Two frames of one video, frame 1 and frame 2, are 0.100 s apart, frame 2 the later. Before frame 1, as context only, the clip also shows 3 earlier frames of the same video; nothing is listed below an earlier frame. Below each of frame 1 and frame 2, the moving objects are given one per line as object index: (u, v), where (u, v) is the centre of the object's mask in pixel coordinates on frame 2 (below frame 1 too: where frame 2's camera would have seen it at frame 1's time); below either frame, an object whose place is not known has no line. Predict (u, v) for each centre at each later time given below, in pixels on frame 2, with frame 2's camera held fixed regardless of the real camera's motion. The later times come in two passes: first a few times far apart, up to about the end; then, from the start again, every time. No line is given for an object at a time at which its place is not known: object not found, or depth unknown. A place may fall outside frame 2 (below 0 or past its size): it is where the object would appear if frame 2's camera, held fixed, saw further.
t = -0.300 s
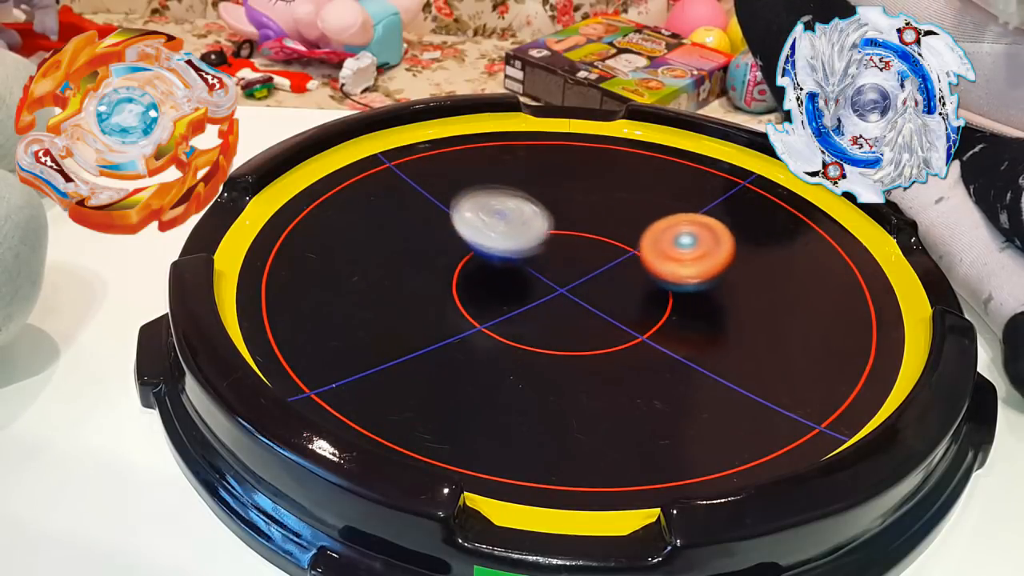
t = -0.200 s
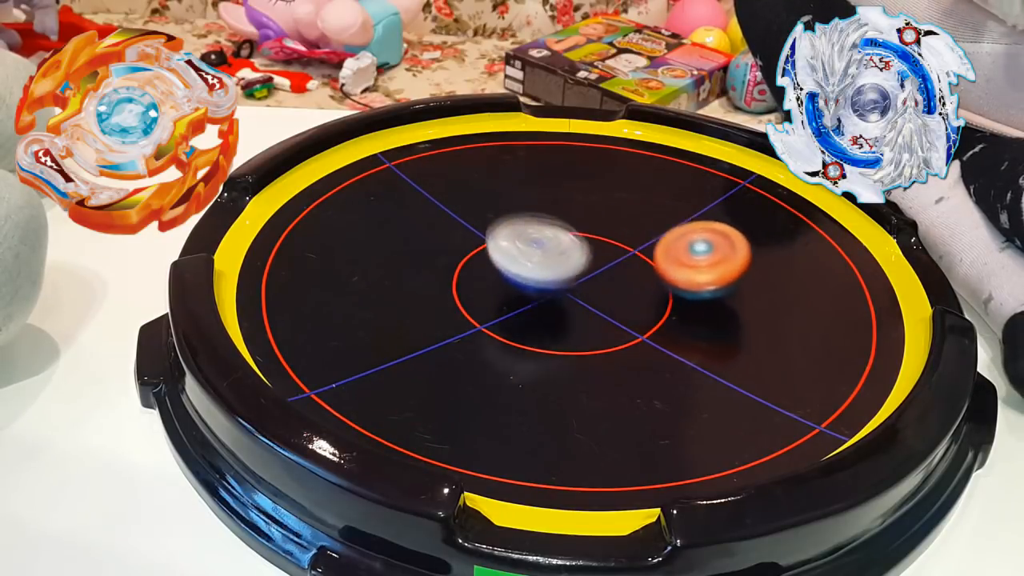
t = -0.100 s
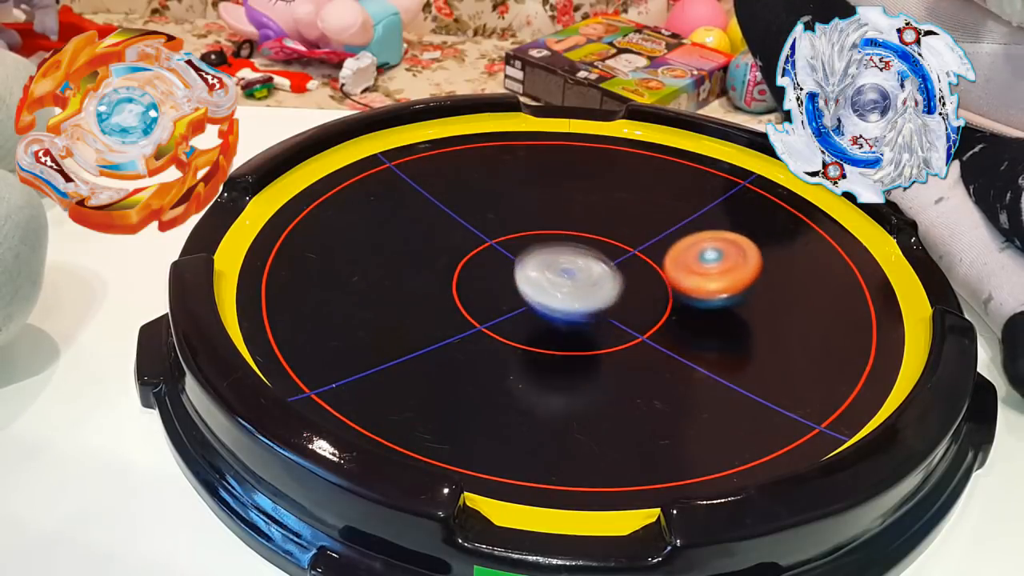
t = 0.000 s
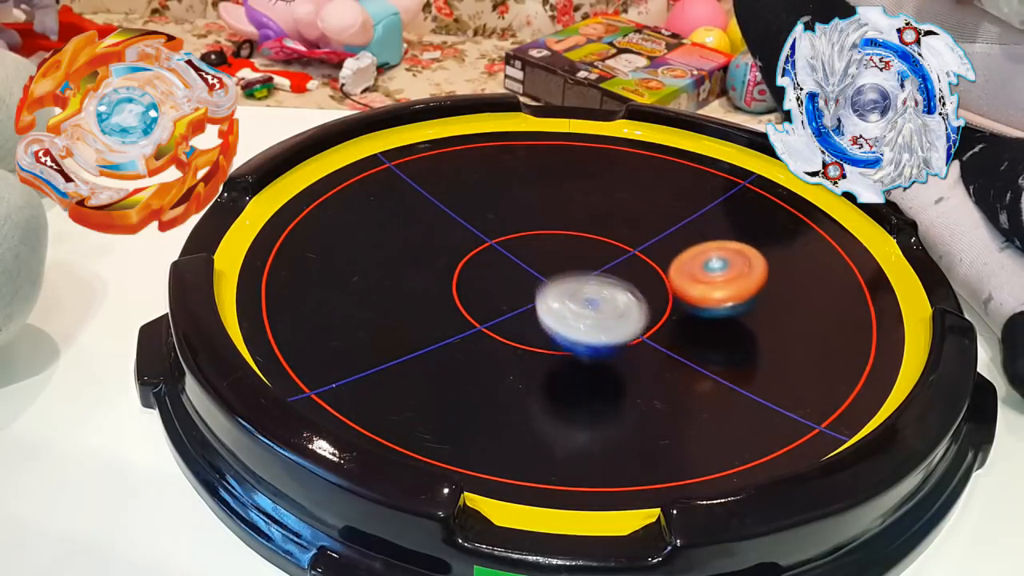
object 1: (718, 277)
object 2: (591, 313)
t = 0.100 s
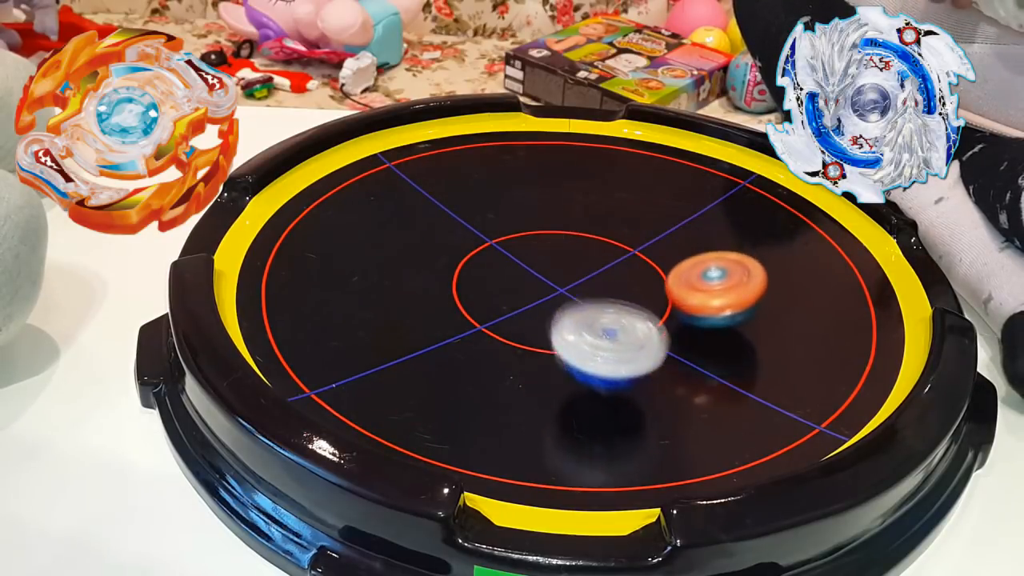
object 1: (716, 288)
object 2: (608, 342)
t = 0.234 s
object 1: (706, 301)
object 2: (616, 376)
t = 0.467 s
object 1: (667, 318)
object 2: (599, 391)
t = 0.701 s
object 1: (642, 301)
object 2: (538, 369)
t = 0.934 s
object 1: (640, 265)
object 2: (389, 342)
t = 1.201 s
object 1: (624, 236)
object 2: (356, 259)
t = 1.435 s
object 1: (626, 216)
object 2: (445, 205)
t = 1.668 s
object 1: (643, 209)
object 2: (556, 179)
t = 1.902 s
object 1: (679, 217)
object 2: (631, 167)
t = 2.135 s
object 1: (717, 262)
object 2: (646, 154)
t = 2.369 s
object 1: (709, 299)
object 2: (633, 159)
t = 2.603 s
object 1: (648, 330)
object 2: (588, 187)
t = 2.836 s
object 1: (557, 335)
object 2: (515, 223)
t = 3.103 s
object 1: (483, 331)
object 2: (418, 236)
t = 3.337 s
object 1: (476, 338)
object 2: (383, 195)
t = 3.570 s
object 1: (489, 320)
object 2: (439, 182)
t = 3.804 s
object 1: (522, 305)
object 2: (539, 206)
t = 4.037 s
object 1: (569, 298)
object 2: (634, 241)
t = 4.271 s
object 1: (615, 301)
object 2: (715, 278)
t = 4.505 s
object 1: (619, 307)
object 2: (761, 322)
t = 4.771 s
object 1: (577, 304)
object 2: (764, 359)
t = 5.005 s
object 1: (559, 293)
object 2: (665, 336)
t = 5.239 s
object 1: (536, 256)
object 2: (623, 330)
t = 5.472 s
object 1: (554, 241)
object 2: (594, 312)
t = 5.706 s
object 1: (582, 221)
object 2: (583, 283)
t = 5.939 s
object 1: (602, 214)
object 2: (577, 305)
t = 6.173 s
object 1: (601, 227)
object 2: (556, 298)
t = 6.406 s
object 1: (587, 225)
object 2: (550, 282)
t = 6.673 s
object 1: (581, 205)
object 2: (522, 308)
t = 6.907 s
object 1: (580, 197)
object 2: (512, 307)
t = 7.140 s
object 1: (585, 196)
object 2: (527, 283)
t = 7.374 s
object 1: (589, 198)
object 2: (559, 256)
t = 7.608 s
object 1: (590, 192)
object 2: (582, 262)
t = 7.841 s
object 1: (580, 193)
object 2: (584, 278)
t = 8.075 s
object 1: (568, 194)
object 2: (572, 281)
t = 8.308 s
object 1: (555, 194)
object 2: (562, 264)
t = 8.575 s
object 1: (543, 190)
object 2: (550, 243)
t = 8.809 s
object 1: (537, 183)
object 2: (546, 254)
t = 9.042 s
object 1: (538, 184)
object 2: (552, 265)
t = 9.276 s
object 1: (540, 190)
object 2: (572, 269)
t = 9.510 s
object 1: (534, 198)
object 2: (579, 258)
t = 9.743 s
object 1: (516, 204)
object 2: (571, 247)
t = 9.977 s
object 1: (495, 200)
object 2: (573, 249)
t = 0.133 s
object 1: (714, 291)
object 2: (612, 351)
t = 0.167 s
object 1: (712, 295)
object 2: (614, 360)
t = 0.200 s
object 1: (709, 298)
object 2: (616, 369)
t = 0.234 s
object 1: (706, 301)
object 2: (616, 376)
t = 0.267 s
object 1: (702, 305)
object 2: (615, 382)
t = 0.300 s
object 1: (697, 308)
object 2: (613, 386)
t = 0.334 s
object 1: (692, 311)
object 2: (610, 390)
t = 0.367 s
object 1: (686, 313)
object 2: (608, 391)
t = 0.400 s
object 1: (680, 315)
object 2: (605, 393)
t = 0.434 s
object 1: (674, 317)
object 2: (603, 392)
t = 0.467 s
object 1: (667, 318)
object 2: (599, 391)
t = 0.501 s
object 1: (660, 319)
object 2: (596, 388)
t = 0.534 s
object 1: (653, 319)
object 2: (594, 385)
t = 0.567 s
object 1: (646, 318)
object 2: (592, 380)
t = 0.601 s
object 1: (638, 316)
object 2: (588, 375)
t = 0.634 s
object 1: (631, 315)
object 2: (583, 370)
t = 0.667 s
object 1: (633, 310)
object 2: (565, 368)
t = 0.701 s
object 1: (642, 301)
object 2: (538, 369)
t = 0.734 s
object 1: (649, 293)
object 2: (513, 369)
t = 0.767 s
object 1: (652, 286)
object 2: (491, 367)
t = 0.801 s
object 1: (652, 280)
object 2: (467, 365)
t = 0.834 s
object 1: (649, 276)
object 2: (445, 361)
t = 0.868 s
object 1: (646, 272)
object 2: (424, 356)
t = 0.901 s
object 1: (643, 268)
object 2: (406, 349)
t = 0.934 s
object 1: (640, 265)
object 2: (389, 342)
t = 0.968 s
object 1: (637, 261)
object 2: (375, 334)
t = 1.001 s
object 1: (634, 257)
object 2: (363, 323)
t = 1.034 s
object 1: (631, 254)
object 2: (354, 313)
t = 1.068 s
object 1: (629, 250)
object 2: (348, 302)
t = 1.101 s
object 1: (627, 246)
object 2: (345, 291)
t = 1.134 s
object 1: (626, 243)
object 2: (346, 280)
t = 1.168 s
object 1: (625, 239)
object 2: (350, 269)
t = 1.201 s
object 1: (624, 236)
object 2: (356, 259)
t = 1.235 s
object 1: (624, 233)
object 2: (364, 249)
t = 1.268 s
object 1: (624, 230)
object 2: (373, 240)
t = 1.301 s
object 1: (623, 227)
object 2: (385, 232)
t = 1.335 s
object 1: (624, 224)
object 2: (398, 224)
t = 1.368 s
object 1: (625, 221)
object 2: (413, 217)
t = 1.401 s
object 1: (625, 219)
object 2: (429, 210)
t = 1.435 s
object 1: (626, 216)
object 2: (445, 205)
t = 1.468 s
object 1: (628, 215)
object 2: (462, 201)
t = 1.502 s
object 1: (628, 213)
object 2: (479, 196)
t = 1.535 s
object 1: (630, 211)
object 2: (494, 193)
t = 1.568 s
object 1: (631, 210)
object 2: (511, 189)
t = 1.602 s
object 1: (633, 209)
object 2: (528, 186)
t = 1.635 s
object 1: (635, 208)
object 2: (545, 182)
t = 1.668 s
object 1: (643, 209)
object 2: (556, 179)
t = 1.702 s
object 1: (653, 211)
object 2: (565, 175)
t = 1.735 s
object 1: (658, 212)
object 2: (575, 172)
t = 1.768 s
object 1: (663, 213)
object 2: (586, 168)
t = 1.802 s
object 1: (667, 214)
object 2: (597, 167)
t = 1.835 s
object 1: (671, 215)
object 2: (610, 167)
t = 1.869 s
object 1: (675, 216)
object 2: (620, 166)
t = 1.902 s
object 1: (679, 217)
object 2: (631, 167)
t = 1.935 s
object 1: (682, 219)
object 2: (641, 168)
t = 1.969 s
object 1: (690, 226)
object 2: (645, 168)
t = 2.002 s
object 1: (700, 236)
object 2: (646, 165)
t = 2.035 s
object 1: (706, 244)
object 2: (646, 162)
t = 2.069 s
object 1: (711, 251)
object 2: (646, 158)
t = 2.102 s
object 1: (715, 257)
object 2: (646, 156)
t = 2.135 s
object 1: (717, 262)
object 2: (646, 154)
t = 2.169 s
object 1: (719, 267)
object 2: (646, 153)
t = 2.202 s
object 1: (720, 272)
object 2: (645, 152)
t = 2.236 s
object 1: (720, 277)
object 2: (646, 152)
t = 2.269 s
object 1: (719, 283)
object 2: (643, 153)
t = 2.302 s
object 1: (717, 288)
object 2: (641, 154)
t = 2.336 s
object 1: (713, 293)
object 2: (638, 157)
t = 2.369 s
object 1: (709, 299)
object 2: (633, 159)
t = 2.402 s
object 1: (704, 304)
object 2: (629, 161)
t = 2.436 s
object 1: (697, 309)
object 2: (626, 165)
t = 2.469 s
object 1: (688, 315)
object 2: (620, 168)
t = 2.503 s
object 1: (680, 319)
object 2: (614, 172)
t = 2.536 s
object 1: (670, 323)
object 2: (607, 176)
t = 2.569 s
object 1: (660, 327)
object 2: (598, 182)
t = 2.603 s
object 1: (648, 330)
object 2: (588, 187)
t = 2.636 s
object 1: (636, 332)
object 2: (580, 193)
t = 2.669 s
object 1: (623, 335)
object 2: (569, 198)
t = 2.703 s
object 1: (610, 336)
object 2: (558, 203)
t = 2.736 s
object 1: (596, 337)
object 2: (547, 208)
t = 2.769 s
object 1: (583, 337)
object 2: (535, 213)
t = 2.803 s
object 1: (570, 336)
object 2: (525, 218)
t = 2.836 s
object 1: (557, 335)
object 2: (515, 223)
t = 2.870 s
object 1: (544, 333)
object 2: (503, 227)
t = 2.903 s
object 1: (532, 331)
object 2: (492, 232)
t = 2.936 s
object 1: (519, 327)
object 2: (479, 237)
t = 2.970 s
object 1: (507, 324)
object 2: (468, 240)
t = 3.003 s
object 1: (496, 319)
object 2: (460, 244)
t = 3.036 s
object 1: (486, 315)
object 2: (449, 246)
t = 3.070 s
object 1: (483, 320)
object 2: (435, 244)
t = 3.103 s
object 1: (483, 331)
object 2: (418, 236)
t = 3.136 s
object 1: (483, 339)
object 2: (407, 229)
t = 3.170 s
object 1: (482, 344)
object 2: (399, 223)
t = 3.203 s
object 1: (480, 346)
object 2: (390, 216)
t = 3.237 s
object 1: (479, 345)
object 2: (386, 210)
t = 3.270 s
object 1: (477, 343)
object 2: (383, 205)
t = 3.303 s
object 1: (477, 340)
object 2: (383, 201)
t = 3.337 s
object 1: (476, 338)
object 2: (383, 195)
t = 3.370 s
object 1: (477, 335)
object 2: (387, 191)
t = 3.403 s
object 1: (477, 333)
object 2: (392, 188)
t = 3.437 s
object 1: (479, 330)
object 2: (399, 185)
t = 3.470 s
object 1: (481, 328)
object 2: (406, 184)
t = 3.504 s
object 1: (483, 325)
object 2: (416, 183)
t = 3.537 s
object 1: (486, 322)
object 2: (428, 182)
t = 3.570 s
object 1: (489, 320)
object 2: (439, 182)
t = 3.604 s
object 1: (493, 317)
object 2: (453, 185)
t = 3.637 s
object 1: (497, 315)
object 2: (465, 186)
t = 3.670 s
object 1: (501, 313)
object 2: (481, 190)
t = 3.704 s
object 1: (506, 311)
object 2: (494, 193)
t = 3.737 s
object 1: (511, 309)
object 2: (509, 197)
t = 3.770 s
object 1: (516, 306)
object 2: (523, 200)
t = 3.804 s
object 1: (522, 305)
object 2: (539, 206)
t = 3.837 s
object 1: (528, 303)
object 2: (552, 210)
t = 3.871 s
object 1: (534, 302)
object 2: (567, 214)
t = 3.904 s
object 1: (541, 301)
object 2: (581, 219)
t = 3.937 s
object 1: (547, 300)
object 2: (596, 226)
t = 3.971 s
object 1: (554, 298)
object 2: (608, 231)
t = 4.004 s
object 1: (562, 298)
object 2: (621, 235)
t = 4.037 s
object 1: (569, 298)
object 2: (634, 241)
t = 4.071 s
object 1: (576, 298)
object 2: (647, 247)
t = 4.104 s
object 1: (583, 298)
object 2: (660, 252)
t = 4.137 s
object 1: (590, 298)
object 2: (672, 256)
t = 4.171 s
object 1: (596, 299)
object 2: (685, 262)
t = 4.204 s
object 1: (602, 300)
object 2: (695, 267)
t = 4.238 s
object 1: (608, 300)
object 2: (705, 273)
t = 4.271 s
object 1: (615, 301)
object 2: (715, 278)
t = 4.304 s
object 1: (620, 302)
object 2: (725, 284)
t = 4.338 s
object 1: (624, 303)
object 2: (732, 291)
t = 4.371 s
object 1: (629, 305)
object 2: (737, 297)
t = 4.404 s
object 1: (631, 306)
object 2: (743, 302)
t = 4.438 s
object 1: (633, 306)
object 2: (745, 308)
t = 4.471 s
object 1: (633, 307)
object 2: (749, 316)
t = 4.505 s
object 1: (619, 307)
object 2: (761, 322)
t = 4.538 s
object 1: (608, 307)
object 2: (772, 330)
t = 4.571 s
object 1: (599, 306)
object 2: (777, 336)
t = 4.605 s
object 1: (594, 306)
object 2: (780, 341)
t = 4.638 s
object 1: (590, 305)
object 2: (782, 346)
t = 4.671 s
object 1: (587, 305)
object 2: (780, 352)
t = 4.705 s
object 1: (584, 305)
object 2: (777, 355)
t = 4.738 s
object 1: (581, 305)
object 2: (769, 357)
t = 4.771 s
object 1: (577, 304)
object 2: (764, 359)
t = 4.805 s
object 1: (574, 303)
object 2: (753, 359)
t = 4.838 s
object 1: (571, 302)
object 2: (737, 357)
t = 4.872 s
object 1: (568, 300)
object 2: (726, 355)
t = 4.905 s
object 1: (566, 299)
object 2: (711, 352)
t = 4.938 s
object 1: (563, 297)
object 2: (694, 347)
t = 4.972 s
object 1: (561, 295)
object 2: (682, 342)
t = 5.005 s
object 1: (559, 293)
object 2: (665, 336)
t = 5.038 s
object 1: (557, 290)
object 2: (650, 329)
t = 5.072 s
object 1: (554, 287)
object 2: (639, 323)
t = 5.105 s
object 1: (548, 278)
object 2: (634, 323)
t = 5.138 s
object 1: (542, 271)
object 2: (630, 326)
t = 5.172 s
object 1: (537, 264)
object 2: (630, 328)
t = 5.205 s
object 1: (535, 259)
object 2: (627, 329)
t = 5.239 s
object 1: (536, 256)
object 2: (623, 330)
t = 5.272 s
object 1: (537, 253)
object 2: (622, 330)
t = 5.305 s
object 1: (539, 251)
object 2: (617, 328)
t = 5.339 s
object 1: (542, 249)
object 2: (611, 327)
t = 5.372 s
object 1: (544, 247)
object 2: (607, 324)
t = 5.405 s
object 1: (547, 244)
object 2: (602, 320)
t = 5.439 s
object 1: (551, 242)
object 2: (596, 316)
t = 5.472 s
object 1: (554, 241)
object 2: (594, 312)
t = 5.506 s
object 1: (558, 238)
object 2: (590, 307)
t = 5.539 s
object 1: (563, 236)
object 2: (586, 302)
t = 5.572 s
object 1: (567, 234)
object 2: (584, 297)
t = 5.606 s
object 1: (571, 231)
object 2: (580, 290)
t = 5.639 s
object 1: (576, 228)
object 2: (578, 283)
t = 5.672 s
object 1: (580, 225)
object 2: (581, 281)
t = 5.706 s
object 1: (582, 221)
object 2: (583, 283)
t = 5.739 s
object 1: (584, 216)
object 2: (583, 285)
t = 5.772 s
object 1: (588, 212)
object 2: (585, 288)
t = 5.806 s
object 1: (592, 211)
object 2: (583, 293)
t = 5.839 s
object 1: (596, 210)
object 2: (583, 295)
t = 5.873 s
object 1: (599, 211)
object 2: (581, 299)
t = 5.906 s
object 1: (600, 212)
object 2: (577, 303)
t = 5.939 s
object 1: (602, 214)
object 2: (577, 305)
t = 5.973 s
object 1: (603, 215)
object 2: (572, 306)
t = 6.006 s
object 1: (603, 217)
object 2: (569, 305)
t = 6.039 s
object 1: (603, 219)
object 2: (561, 305)
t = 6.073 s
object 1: (603, 220)
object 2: (561, 304)
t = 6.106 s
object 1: (603, 223)
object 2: (558, 302)
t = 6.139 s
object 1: (602, 225)
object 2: (557, 300)
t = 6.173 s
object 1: (601, 227)
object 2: (556, 298)
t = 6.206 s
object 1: (599, 228)
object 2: (553, 295)
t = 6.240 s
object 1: (597, 229)
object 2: (554, 292)
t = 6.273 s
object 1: (595, 229)
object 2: (552, 288)
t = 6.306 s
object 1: (593, 231)
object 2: (554, 285)
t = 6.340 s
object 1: (591, 230)
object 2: (553, 281)
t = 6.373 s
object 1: (586, 230)
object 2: (553, 279)
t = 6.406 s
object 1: (587, 225)
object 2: (550, 282)
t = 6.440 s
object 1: (588, 220)
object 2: (546, 288)
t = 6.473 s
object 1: (589, 215)
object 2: (543, 293)
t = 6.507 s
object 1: (589, 213)
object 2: (537, 297)
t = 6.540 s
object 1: (588, 211)
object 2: (536, 300)
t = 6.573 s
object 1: (585, 209)
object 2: (529, 303)
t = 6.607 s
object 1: (583, 208)
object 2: (528, 305)
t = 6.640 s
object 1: (582, 206)
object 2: (522, 307)
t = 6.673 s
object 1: (581, 205)
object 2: (522, 308)
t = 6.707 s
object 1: (580, 203)
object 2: (518, 308)
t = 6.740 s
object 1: (579, 202)
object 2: (517, 309)
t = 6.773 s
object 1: (578, 200)
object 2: (515, 309)
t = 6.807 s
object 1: (579, 199)
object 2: (514, 309)
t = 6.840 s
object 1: (579, 198)
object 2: (512, 309)
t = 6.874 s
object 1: (579, 197)
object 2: (513, 308)
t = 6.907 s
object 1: (580, 197)
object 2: (512, 307)
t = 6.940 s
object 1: (580, 196)
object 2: (513, 304)
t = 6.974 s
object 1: (581, 196)
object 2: (513, 301)
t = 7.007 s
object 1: (582, 196)
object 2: (516, 298)
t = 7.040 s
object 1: (583, 195)
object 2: (516, 295)
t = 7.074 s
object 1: (584, 195)
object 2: (519, 292)
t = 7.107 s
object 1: (585, 195)
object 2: (522, 288)
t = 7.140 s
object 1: (585, 196)
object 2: (527, 283)
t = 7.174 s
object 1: (586, 196)
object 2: (530, 280)
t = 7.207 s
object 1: (587, 197)
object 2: (536, 275)
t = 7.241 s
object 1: (587, 198)
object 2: (539, 271)
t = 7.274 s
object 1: (588, 199)
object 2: (545, 267)
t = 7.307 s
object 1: (588, 199)
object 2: (549, 263)
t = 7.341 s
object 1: (588, 199)
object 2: (554, 259)
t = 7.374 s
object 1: (589, 198)
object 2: (559, 256)
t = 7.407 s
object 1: (589, 199)
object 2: (564, 252)
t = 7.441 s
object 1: (588, 197)
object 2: (570, 250)
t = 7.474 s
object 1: (589, 195)
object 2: (574, 252)
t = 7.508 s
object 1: (591, 192)
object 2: (576, 255)
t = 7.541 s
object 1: (592, 192)
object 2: (578, 257)
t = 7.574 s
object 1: (591, 192)
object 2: (580, 259)
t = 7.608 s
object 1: (590, 192)
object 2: (582, 262)
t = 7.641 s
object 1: (588, 193)
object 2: (584, 267)
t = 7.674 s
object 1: (587, 193)
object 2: (586, 269)
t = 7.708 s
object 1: (585, 193)
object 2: (585, 272)
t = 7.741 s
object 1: (584, 193)
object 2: (587, 273)
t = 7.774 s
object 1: (583, 193)
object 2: (585, 275)
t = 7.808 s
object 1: (581, 193)
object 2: (585, 277)
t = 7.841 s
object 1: (580, 193)
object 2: (584, 278)
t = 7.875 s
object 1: (578, 193)
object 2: (584, 280)
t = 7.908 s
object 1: (577, 193)
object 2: (583, 281)
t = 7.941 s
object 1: (574, 193)
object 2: (582, 283)
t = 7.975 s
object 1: (573, 193)
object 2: (579, 282)
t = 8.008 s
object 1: (571, 194)
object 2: (578, 283)
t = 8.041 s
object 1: (569, 194)
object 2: (574, 282)
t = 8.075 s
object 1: (568, 194)
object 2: (572, 281)
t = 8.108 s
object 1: (566, 194)
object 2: (569, 279)
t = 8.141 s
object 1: (564, 194)
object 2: (567, 277)
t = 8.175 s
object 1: (563, 195)
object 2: (566, 274)
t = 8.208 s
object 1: (560, 195)
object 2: (563, 272)
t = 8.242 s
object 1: (559, 195)
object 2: (564, 270)
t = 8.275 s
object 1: (557, 195)
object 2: (560, 267)
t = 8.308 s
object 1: (555, 194)
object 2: (562, 264)
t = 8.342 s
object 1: (554, 194)
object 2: (558, 260)
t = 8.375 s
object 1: (552, 193)
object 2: (560, 257)
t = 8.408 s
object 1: (550, 193)
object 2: (557, 254)
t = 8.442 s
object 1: (549, 192)
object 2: (557, 252)
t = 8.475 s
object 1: (547, 192)
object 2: (555, 250)
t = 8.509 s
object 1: (546, 191)
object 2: (553, 248)
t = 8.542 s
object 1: (545, 191)
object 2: (552, 245)
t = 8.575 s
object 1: (543, 190)
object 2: (550, 243)
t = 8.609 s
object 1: (542, 188)
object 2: (549, 241)
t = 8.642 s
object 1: (541, 186)
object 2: (546, 241)
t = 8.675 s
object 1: (540, 184)
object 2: (548, 244)
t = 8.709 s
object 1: (540, 184)
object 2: (545, 247)
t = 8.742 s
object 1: (539, 184)
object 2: (547, 249)
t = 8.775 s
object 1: (538, 184)
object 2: (546, 251)
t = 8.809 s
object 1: (537, 183)
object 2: (546, 254)
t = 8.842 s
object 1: (537, 183)
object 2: (547, 254)
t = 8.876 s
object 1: (537, 183)
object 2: (544, 258)
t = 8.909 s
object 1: (537, 183)
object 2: (546, 259)
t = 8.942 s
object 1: (537, 184)
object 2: (544, 261)
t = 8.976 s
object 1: (538, 184)
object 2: (549, 263)
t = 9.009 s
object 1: (538, 184)
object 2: (550, 264)
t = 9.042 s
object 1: (538, 184)
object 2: (552, 265)
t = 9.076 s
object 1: (539, 184)
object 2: (556, 266)
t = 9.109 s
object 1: (539, 185)
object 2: (557, 268)
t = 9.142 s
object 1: (539, 185)
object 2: (563, 268)
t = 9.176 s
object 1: (539, 186)
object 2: (563, 269)
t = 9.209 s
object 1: (540, 187)
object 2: (569, 270)
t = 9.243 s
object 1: (540, 188)
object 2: (571, 268)
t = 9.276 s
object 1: (540, 190)
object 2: (572, 269)
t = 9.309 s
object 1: (539, 190)
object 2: (577, 267)
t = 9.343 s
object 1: (539, 192)
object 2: (575, 266)
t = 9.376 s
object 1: (538, 194)
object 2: (579, 264)
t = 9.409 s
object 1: (538, 195)
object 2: (580, 264)
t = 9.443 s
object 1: (537, 196)
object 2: (580, 262)
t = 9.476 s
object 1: (535, 197)
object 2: (582, 260)
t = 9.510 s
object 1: (534, 198)
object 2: (579, 258)
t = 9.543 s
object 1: (532, 199)
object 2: (583, 255)
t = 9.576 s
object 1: (530, 201)
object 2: (579, 255)
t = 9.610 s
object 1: (527, 201)
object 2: (579, 253)
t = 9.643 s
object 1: (524, 202)
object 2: (579, 251)
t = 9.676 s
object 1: (522, 203)
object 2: (573, 250)
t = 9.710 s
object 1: (519, 203)
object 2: (575, 248)
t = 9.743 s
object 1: (516, 204)
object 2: (571, 247)
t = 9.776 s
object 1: (514, 204)
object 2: (568, 246)
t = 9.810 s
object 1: (510, 204)
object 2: (565, 245)
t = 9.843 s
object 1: (506, 203)
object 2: (564, 246)
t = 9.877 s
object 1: (502, 203)
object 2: (569, 247)
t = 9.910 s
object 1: (499, 202)
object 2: (567, 249)
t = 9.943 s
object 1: (497, 201)
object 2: (570, 250)
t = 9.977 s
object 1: (495, 200)
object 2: (573, 249)
